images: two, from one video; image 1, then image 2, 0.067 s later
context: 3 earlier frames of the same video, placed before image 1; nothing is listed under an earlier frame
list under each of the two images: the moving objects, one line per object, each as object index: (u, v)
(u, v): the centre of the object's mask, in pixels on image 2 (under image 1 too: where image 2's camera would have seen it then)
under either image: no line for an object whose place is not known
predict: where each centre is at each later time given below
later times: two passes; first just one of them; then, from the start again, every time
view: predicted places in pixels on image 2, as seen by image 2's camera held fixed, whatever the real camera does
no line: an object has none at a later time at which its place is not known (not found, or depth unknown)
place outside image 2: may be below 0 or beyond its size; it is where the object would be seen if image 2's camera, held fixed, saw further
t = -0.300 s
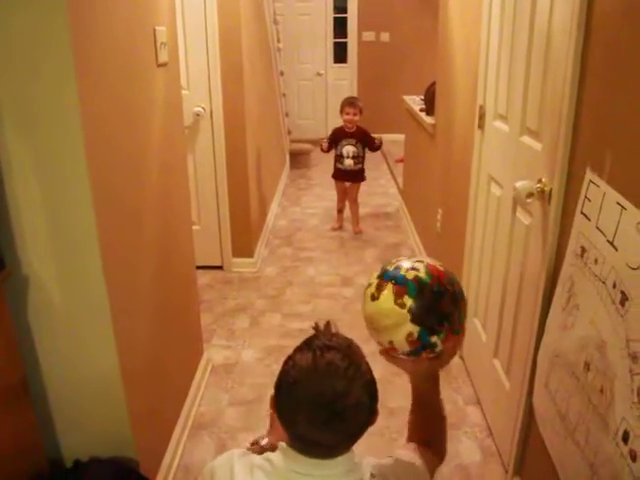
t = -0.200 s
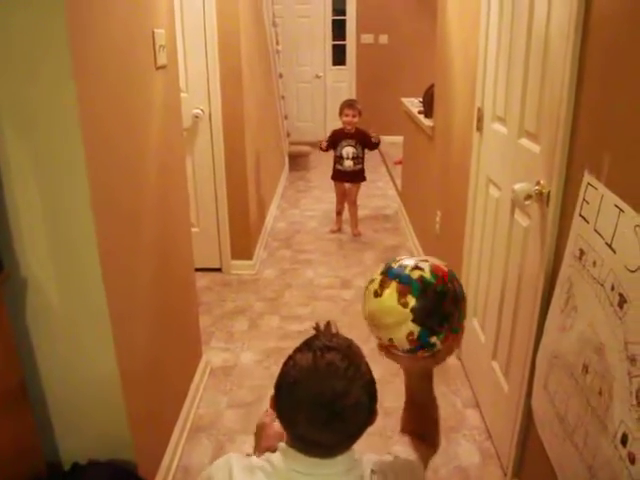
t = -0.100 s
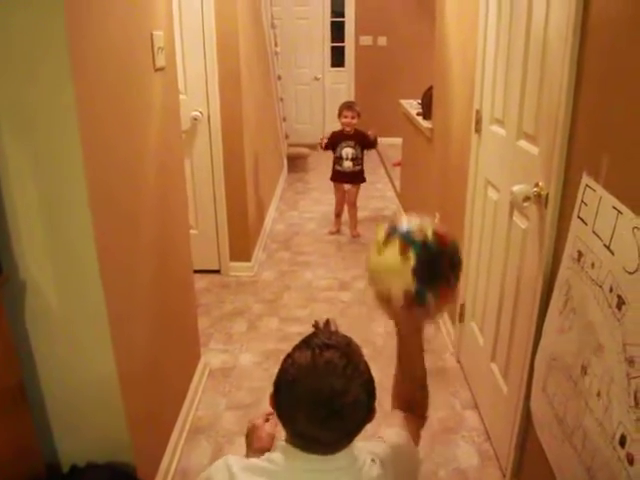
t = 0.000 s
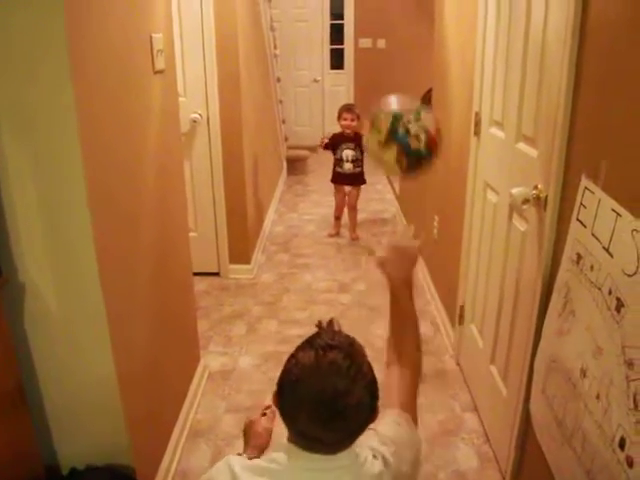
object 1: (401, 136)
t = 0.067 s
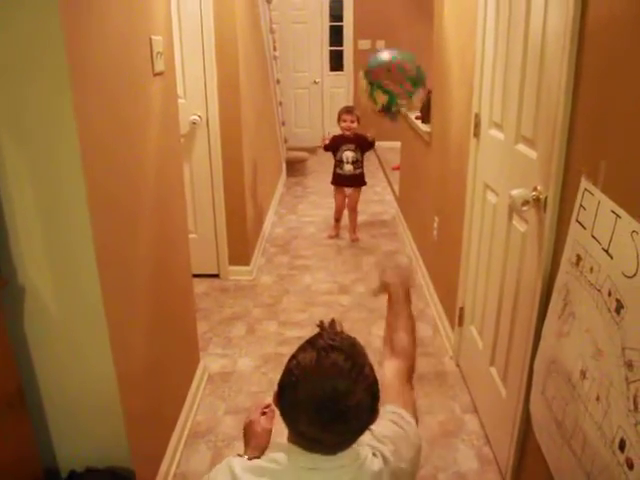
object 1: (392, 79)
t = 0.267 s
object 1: (372, 56)
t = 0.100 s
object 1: (390, 67)
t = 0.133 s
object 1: (386, 59)
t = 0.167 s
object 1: (383, 54)
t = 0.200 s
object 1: (379, 52)
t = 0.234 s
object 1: (377, 54)
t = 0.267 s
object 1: (372, 56)
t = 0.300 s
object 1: (373, 59)
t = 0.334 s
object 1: (370, 64)
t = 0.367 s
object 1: (369, 74)
